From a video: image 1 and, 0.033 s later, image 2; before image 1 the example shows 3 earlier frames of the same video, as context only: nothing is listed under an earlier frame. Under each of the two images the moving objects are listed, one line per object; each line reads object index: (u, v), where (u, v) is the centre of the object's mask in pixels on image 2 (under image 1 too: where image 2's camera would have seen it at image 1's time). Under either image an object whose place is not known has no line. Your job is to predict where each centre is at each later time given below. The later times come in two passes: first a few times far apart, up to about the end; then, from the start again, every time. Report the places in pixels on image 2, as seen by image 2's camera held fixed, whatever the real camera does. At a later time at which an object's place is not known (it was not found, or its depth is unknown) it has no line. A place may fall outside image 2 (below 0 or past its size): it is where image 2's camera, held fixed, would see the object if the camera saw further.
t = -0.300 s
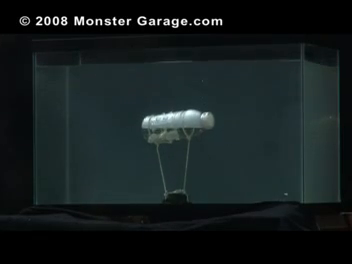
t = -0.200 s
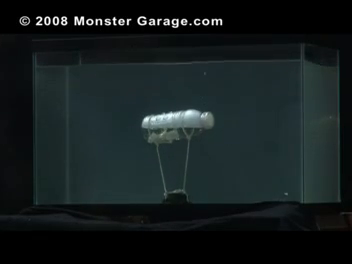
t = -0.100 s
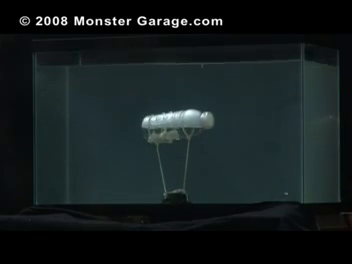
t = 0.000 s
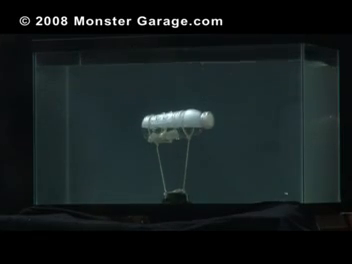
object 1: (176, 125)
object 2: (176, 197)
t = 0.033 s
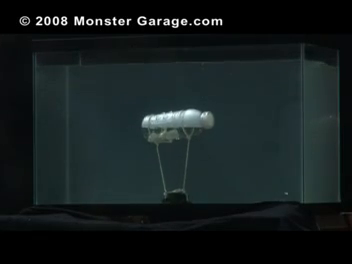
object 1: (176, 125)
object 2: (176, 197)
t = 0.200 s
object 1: (176, 124)
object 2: (176, 197)
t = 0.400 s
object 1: (176, 123)
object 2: (176, 196)
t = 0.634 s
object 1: (176, 122)
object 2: (176, 196)
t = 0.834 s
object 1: (175, 121)
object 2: (176, 195)
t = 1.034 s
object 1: (175, 119)
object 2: (176, 193)
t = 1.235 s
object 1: (176, 117)
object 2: (176, 192)
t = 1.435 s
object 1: (176, 115)
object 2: (177, 190)
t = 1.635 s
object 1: (176, 112)
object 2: (178, 188)
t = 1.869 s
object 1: (176, 108)
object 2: (177, 182)
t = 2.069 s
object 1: (176, 106)
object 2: (177, 179)
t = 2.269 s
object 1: (176, 102)
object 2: (177, 175)
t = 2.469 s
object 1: (177, 97)
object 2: (177, 171)
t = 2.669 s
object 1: (178, 94)
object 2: (177, 167)
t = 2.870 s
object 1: (178, 89)
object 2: (178, 162)
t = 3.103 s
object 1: (179, 83)
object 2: (179, 156)
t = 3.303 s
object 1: (180, 77)
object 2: (180, 151)
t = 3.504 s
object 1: (182, 74)
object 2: (181, 147)
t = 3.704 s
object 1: (182, 75)
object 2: (181, 148)
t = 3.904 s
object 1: (183, 78)
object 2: (181, 151)
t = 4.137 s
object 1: (184, 80)
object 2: (183, 153)
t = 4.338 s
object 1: (184, 80)
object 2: (184, 153)
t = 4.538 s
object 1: (185, 77)
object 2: (185, 150)
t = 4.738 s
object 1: (186, 75)
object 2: (186, 147)
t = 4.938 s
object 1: (187, 75)
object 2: (185, 146)
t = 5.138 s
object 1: (188, 77)
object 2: (187, 150)
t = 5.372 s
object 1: (188, 77)
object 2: (188, 150)
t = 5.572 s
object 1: (190, 76)
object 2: (190, 149)
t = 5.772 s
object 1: (190, 74)
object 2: (190, 147)
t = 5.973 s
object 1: (191, 75)
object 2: (190, 147)
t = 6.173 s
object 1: (192, 76)
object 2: (192, 149)
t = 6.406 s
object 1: (194, 75)
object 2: (192, 148)
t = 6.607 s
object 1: (195, 74)
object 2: (192, 147)
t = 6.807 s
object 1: (196, 74)
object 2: (193, 147)
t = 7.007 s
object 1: (197, 75)
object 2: (194, 148)
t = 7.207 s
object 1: (199, 74)
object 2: (195, 148)
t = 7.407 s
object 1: (200, 73)
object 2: (196, 146)
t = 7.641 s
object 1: (201, 73)
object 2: (197, 147)
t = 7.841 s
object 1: (202, 74)
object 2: (198, 148)
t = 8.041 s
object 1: (205, 72)
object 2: (198, 147)
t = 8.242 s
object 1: (206, 72)
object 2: (199, 146)
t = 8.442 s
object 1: (205, 73)
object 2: (201, 147)
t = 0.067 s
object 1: (176, 125)
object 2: (176, 197)
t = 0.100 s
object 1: (176, 125)
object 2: (176, 197)
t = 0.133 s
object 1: (176, 125)
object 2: (176, 197)
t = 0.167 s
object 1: (176, 124)
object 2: (176, 197)
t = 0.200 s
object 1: (176, 124)
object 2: (176, 197)
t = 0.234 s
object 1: (176, 124)
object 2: (176, 197)
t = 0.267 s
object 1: (176, 124)
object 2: (176, 197)
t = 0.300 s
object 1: (176, 124)
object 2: (176, 197)
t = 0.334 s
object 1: (176, 123)
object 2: (176, 197)
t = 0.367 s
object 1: (176, 123)
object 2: (176, 197)
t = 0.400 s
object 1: (176, 123)
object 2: (176, 196)
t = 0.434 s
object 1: (176, 123)
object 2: (176, 196)
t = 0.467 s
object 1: (176, 123)
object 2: (176, 196)
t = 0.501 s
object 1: (176, 123)
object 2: (176, 196)
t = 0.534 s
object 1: (176, 123)
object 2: (176, 196)
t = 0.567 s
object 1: (176, 122)
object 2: (176, 196)
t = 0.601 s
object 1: (176, 122)
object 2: (176, 196)
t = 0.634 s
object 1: (176, 122)
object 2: (176, 196)
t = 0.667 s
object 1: (176, 122)
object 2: (176, 196)
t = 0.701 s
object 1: (176, 122)
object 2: (176, 195)
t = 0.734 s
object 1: (176, 122)
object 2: (176, 195)
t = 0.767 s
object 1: (176, 121)
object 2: (176, 195)
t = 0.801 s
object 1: (175, 121)
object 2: (176, 195)
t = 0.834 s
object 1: (175, 121)
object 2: (176, 195)
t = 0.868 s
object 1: (175, 121)
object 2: (176, 195)
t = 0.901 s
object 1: (175, 120)
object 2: (176, 194)
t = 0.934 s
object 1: (176, 120)
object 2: (176, 194)
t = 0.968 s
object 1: (175, 119)
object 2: (176, 194)
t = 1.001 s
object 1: (175, 119)
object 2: (176, 194)
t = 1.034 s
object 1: (175, 119)
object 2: (176, 193)
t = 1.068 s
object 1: (175, 119)
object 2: (176, 193)
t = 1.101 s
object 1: (176, 118)
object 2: (176, 193)
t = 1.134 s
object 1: (176, 118)
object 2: (176, 193)
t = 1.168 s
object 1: (176, 118)
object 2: (176, 192)
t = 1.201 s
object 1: (176, 117)
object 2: (176, 192)
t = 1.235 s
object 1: (176, 117)
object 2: (176, 192)
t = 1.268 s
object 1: (176, 117)
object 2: (176, 192)
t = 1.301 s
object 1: (176, 116)
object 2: (176, 192)
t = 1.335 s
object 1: (176, 116)
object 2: (176, 191)
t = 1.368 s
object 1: (176, 116)
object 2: (177, 190)
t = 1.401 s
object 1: (176, 115)
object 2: (177, 190)
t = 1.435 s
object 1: (176, 115)
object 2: (177, 190)
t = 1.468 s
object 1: (176, 114)
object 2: (177, 189)
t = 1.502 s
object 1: (176, 114)
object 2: (177, 189)
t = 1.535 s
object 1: (176, 114)
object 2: (177, 189)
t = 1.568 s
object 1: (176, 113)
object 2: (177, 188)
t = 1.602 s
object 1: (176, 113)
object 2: (178, 188)
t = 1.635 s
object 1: (176, 112)
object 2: (178, 188)
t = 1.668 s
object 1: (176, 112)
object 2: (177, 185)
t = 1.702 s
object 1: (176, 111)
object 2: (177, 184)
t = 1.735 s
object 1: (176, 111)
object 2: (177, 184)
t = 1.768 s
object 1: (176, 110)
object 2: (177, 183)
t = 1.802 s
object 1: (176, 110)
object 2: (177, 183)
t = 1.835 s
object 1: (176, 109)
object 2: (177, 183)
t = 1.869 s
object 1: (176, 108)
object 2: (177, 182)
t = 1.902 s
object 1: (176, 108)
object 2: (176, 181)
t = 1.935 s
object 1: (176, 108)
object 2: (176, 181)
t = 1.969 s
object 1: (176, 107)
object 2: (177, 180)
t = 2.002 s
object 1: (176, 107)
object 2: (176, 180)
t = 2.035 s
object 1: (176, 106)
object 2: (176, 179)
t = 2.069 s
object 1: (176, 106)
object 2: (177, 179)
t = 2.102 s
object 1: (176, 105)
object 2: (177, 178)
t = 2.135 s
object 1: (176, 105)
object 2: (176, 178)
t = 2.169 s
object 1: (176, 104)
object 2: (177, 177)
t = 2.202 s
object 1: (176, 103)
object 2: (177, 177)
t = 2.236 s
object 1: (176, 102)
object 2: (177, 176)
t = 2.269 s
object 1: (176, 102)
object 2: (177, 175)
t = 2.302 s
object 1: (177, 101)
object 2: (177, 174)
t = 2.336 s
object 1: (177, 100)
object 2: (177, 174)
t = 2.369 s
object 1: (176, 100)
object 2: (177, 173)
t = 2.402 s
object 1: (177, 99)
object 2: (177, 172)
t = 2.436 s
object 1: (177, 98)
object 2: (177, 171)
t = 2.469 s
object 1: (177, 97)
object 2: (177, 171)
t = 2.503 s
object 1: (177, 97)
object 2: (177, 170)
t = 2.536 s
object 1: (177, 96)
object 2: (177, 170)
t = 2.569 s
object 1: (177, 95)
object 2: (178, 169)
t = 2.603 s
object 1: (177, 95)
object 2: (177, 168)
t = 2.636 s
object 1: (177, 94)
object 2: (177, 168)
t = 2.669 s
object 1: (178, 94)
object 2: (177, 167)
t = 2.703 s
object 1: (178, 93)
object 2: (178, 166)
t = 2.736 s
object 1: (178, 92)
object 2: (178, 166)
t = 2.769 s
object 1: (178, 91)
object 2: (178, 165)
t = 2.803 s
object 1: (178, 91)
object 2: (178, 164)
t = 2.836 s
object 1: (178, 90)
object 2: (178, 163)
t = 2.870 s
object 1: (178, 89)
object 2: (178, 162)
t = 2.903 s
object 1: (178, 88)
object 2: (178, 162)
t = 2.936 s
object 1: (178, 87)
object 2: (178, 161)
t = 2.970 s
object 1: (178, 86)
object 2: (178, 160)
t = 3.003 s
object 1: (179, 85)
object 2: (178, 159)
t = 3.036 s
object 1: (178, 84)
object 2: (178, 158)
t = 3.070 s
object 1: (179, 83)
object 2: (178, 157)
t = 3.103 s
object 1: (179, 83)
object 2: (179, 156)
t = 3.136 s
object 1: (179, 82)
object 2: (179, 155)
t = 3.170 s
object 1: (179, 81)
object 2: (179, 154)
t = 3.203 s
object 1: (179, 80)
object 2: (179, 153)
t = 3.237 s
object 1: (179, 79)
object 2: (179, 152)
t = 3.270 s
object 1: (179, 78)
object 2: (179, 152)
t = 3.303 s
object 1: (180, 77)
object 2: (180, 151)
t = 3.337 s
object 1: (180, 77)
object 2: (180, 150)
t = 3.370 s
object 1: (180, 76)
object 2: (180, 149)
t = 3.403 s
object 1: (181, 75)
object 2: (180, 149)
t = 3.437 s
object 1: (181, 75)
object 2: (180, 148)
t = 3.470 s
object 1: (182, 74)
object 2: (180, 147)
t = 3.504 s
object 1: (182, 74)
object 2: (181, 147)
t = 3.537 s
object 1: (182, 74)
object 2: (181, 147)
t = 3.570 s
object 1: (182, 74)
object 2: (181, 147)
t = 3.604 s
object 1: (182, 74)
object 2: (181, 147)
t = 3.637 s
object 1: (183, 74)
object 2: (181, 147)
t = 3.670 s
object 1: (182, 75)
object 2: (181, 148)
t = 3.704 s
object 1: (182, 75)
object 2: (181, 148)
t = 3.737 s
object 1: (182, 75)
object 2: (182, 149)
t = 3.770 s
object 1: (182, 76)
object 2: (182, 149)
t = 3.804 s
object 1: (182, 76)
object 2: (182, 150)
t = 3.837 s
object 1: (182, 77)
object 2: (181, 151)
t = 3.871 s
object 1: (183, 77)
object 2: (182, 151)
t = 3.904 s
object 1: (183, 78)
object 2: (181, 151)
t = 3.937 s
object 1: (183, 78)
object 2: (182, 152)
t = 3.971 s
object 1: (183, 79)
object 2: (182, 152)
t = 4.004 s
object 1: (183, 79)
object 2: (182, 153)
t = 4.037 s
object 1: (183, 79)
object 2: (182, 153)
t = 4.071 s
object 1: (184, 80)
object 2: (182, 153)
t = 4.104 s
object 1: (184, 80)
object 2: (183, 153)
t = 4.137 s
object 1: (184, 80)
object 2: (183, 153)
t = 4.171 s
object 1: (184, 80)
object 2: (183, 153)
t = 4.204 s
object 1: (184, 81)
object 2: (183, 153)
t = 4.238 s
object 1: (184, 80)
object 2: (184, 153)
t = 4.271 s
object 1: (184, 80)
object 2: (184, 153)
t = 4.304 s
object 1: (184, 80)
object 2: (184, 153)
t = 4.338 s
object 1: (184, 80)
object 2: (184, 153)
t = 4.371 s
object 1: (185, 79)
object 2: (185, 152)
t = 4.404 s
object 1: (185, 78)
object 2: (185, 152)
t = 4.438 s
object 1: (185, 78)
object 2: (185, 151)
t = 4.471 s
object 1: (185, 78)
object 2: (185, 151)
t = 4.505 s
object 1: (185, 77)
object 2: (185, 150)
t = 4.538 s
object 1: (185, 77)
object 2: (185, 150)
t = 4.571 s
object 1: (186, 76)
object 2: (186, 149)
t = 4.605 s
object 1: (186, 76)
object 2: (186, 149)
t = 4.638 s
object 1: (186, 75)
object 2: (186, 148)
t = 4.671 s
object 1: (186, 75)
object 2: (186, 148)
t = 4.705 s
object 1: (186, 75)
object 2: (186, 148)
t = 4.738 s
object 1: (186, 75)
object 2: (186, 147)
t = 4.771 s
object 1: (187, 74)
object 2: (187, 147)
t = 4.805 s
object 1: (187, 74)
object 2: (187, 147)
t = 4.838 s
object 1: (187, 74)
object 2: (187, 147)
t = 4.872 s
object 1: (187, 75)
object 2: (185, 146)
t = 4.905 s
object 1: (187, 75)
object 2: (185, 146)
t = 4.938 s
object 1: (187, 75)
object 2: (185, 146)
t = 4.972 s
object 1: (187, 76)
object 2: (187, 149)
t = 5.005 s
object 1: (187, 76)
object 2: (187, 149)
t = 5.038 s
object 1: (187, 76)
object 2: (187, 149)
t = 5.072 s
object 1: (188, 77)
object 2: (187, 150)
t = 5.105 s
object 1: (188, 77)
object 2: (187, 150)
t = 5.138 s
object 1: (188, 77)
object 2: (187, 150)
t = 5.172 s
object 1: (188, 77)
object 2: (187, 150)
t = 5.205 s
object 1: (188, 77)
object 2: (187, 150)
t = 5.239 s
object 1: (188, 77)
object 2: (187, 150)
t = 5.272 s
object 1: (188, 77)
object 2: (187, 150)
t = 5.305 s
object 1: (188, 77)
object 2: (187, 150)
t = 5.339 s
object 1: (188, 77)
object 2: (187, 150)
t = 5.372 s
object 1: (188, 77)
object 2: (188, 150)
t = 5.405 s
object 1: (189, 77)
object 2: (188, 150)
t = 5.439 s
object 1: (189, 76)
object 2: (188, 150)
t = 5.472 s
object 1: (189, 76)
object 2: (188, 150)
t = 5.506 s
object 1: (189, 76)
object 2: (189, 149)
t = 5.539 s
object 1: (189, 76)
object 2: (189, 149)
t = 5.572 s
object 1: (190, 76)
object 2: (190, 149)
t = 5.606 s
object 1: (190, 76)
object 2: (190, 149)
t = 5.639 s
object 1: (190, 75)
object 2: (190, 148)
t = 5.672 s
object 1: (190, 75)
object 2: (190, 148)
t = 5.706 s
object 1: (190, 75)
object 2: (190, 147)
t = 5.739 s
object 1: (190, 75)
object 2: (190, 147)
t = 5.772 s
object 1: (190, 74)
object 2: (190, 147)
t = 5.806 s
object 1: (190, 74)
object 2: (190, 147)
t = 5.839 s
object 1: (191, 74)
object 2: (190, 147)
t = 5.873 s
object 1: (191, 74)
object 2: (190, 147)
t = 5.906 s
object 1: (191, 74)
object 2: (190, 147)
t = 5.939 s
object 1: (191, 74)
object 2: (190, 147)
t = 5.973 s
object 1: (191, 75)
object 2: (190, 147)
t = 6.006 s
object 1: (191, 75)
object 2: (191, 148)
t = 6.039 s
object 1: (192, 75)
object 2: (191, 148)
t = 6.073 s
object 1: (192, 76)
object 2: (191, 148)
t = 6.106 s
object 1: (192, 76)
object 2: (191, 149)
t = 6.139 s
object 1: (192, 76)
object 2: (191, 149)
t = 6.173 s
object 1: (192, 76)
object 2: (192, 149)
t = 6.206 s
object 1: (192, 76)
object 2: (192, 149)
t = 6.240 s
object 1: (192, 76)
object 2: (192, 149)
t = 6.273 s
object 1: (193, 76)
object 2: (192, 149)
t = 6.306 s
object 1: (193, 76)
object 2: (192, 149)
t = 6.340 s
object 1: (193, 76)
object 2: (192, 148)
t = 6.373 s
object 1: (194, 75)
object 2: (192, 148)
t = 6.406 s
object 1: (194, 75)
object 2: (192, 148)
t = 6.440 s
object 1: (193, 75)
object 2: (192, 148)
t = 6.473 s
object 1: (194, 75)
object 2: (192, 147)
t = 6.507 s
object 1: (194, 74)
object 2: (193, 147)
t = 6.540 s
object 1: (195, 74)
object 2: (192, 147)
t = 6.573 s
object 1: (195, 74)
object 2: (192, 147)
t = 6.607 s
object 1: (195, 74)
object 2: (192, 147)
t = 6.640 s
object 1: (195, 74)
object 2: (193, 147)
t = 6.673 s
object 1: (195, 74)
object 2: (193, 146)
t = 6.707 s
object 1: (195, 74)
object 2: (193, 146)
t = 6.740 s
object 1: (196, 74)
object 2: (193, 147)
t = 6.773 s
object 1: (196, 73)
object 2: (193, 147)
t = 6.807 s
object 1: (196, 74)
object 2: (193, 147)
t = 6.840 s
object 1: (196, 74)
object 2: (194, 147)
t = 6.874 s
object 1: (196, 74)
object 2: (194, 147)
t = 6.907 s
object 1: (196, 74)
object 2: (194, 148)
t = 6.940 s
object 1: (197, 75)
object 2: (194, 148)
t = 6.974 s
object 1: (196, 75)
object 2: (194, 148)
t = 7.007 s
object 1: (197, 75)
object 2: (194, 148)
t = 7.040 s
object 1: (197, 75)
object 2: (194, 148)
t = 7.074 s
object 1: (197, 75)
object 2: (194, 148)
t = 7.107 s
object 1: (197, 75)
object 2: (195, 148)
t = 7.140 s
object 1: (198, 75)
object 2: (195, 148)
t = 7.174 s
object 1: (199, 74)
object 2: (195, 148)
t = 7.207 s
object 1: (199, 74)
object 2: (195, 148)
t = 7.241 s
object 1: (199, 74)
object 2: (195, 147)
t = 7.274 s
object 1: (198, 74)
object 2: (195, 147)
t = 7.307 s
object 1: (198, 73)
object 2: (195, 146)
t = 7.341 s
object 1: (198, 73)
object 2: (195, 146)
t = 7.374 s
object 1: (199, 73)
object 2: (195, 146)
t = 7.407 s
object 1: (200, 73)
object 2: (196, 146)
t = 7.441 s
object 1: (200, 73)
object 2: (196, 146)
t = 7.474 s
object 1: (200, 73)
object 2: (196, 146)
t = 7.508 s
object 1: (200, 73)
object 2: (196, 146)
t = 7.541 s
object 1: (199, 74)
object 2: (196, 146)
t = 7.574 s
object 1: (200, 74)
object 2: (197, 146)
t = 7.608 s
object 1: (201, 73)
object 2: (197, 147)
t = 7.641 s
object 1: (201, 73)
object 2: (197, 147)
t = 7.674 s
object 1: (201, 74)
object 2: (198, 147)
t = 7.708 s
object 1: (201, 74)
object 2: (198, 147)
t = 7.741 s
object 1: (202, 74)
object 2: (198, 147)
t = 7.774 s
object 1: (201, 74)
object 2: (198, 148)
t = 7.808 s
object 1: (202, 74)
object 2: (198, 148)
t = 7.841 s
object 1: (202, 74)
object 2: (198, 148)
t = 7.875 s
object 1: (202, 74)
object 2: (198, 148)
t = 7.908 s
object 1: (202, 74)
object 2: (198, 148)
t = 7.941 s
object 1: (202, 74)
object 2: (198, 148)
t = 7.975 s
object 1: (203, 73)
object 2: (198, 147)
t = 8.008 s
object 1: (202, 73)
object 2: (198, 147)
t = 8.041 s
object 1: (205, 72)
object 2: (198, 147)
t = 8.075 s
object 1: (205, 73)
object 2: (198, 147)
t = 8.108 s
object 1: (205, 73)
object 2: (199, 147)
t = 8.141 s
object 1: (205, 73)
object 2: (199, 146)
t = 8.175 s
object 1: (206, 73)
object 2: (199, 146)
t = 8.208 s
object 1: (205, 73)
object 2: (199, 146)
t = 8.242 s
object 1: (206, 72)
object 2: (199, 146)
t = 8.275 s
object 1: (206, 73)
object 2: (200, 146)
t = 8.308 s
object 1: (206, 73)
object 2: (200, 146)
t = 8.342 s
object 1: (207, 73)
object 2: (200, 146)
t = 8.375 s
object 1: (207, 73)
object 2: (200, 146)
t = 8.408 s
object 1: (207, 73)
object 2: (201, 147)
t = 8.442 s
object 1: (205, 73)
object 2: (201, 147)
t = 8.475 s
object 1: (207, 73)
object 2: (201, 147)
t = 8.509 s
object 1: (203, 75)
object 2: (201, 147)
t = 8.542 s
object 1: (209, 73)
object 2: (201, 146)
